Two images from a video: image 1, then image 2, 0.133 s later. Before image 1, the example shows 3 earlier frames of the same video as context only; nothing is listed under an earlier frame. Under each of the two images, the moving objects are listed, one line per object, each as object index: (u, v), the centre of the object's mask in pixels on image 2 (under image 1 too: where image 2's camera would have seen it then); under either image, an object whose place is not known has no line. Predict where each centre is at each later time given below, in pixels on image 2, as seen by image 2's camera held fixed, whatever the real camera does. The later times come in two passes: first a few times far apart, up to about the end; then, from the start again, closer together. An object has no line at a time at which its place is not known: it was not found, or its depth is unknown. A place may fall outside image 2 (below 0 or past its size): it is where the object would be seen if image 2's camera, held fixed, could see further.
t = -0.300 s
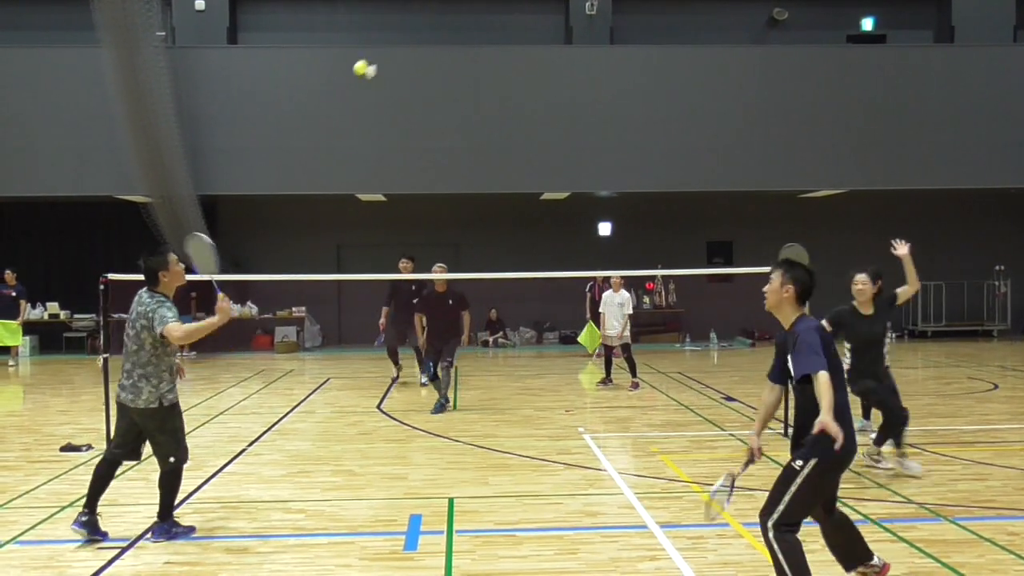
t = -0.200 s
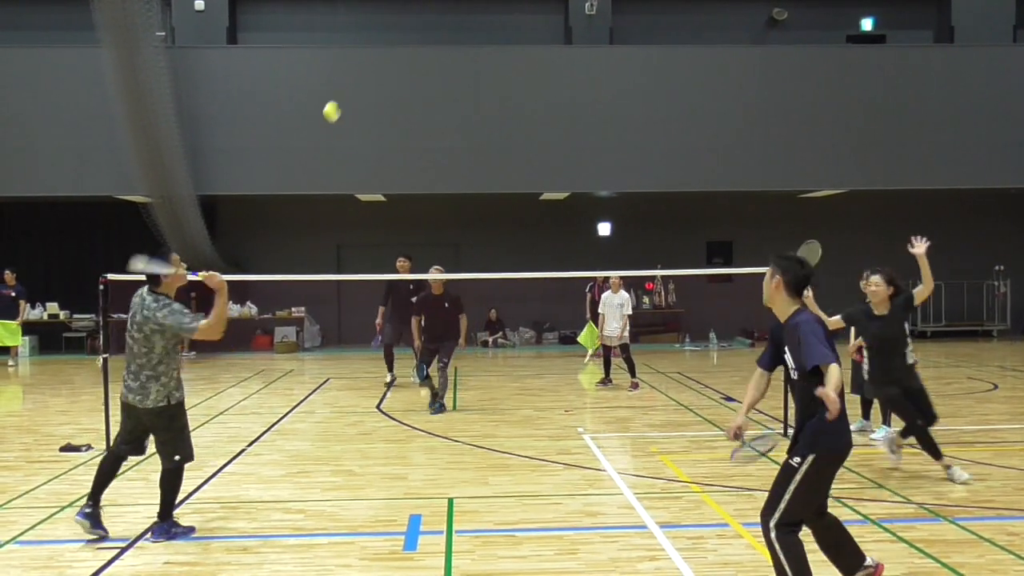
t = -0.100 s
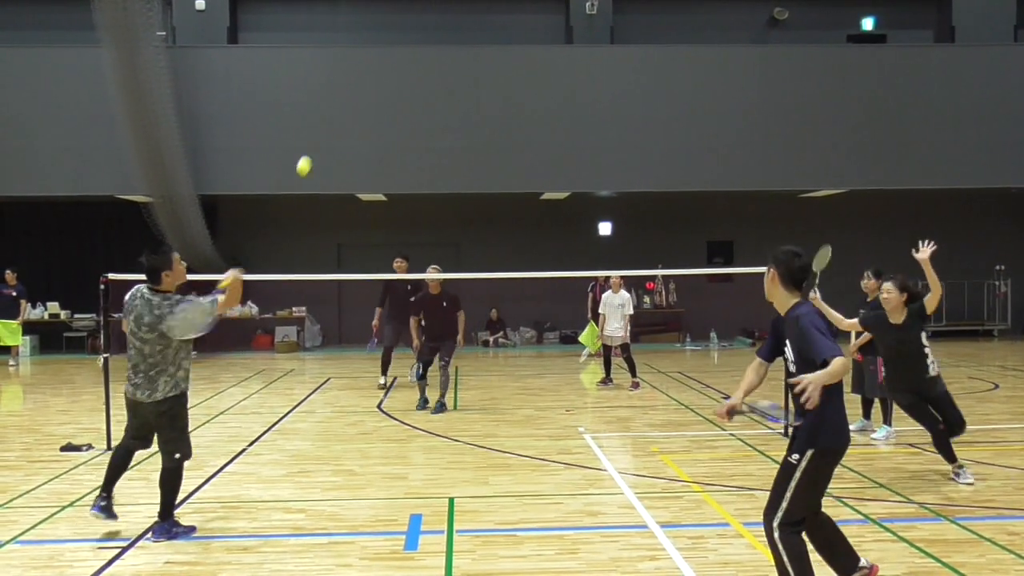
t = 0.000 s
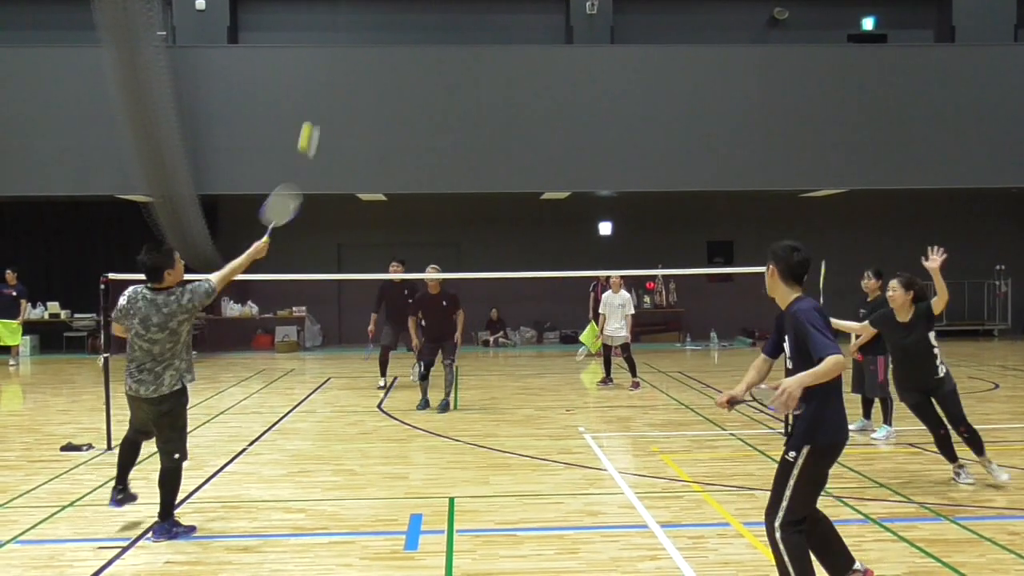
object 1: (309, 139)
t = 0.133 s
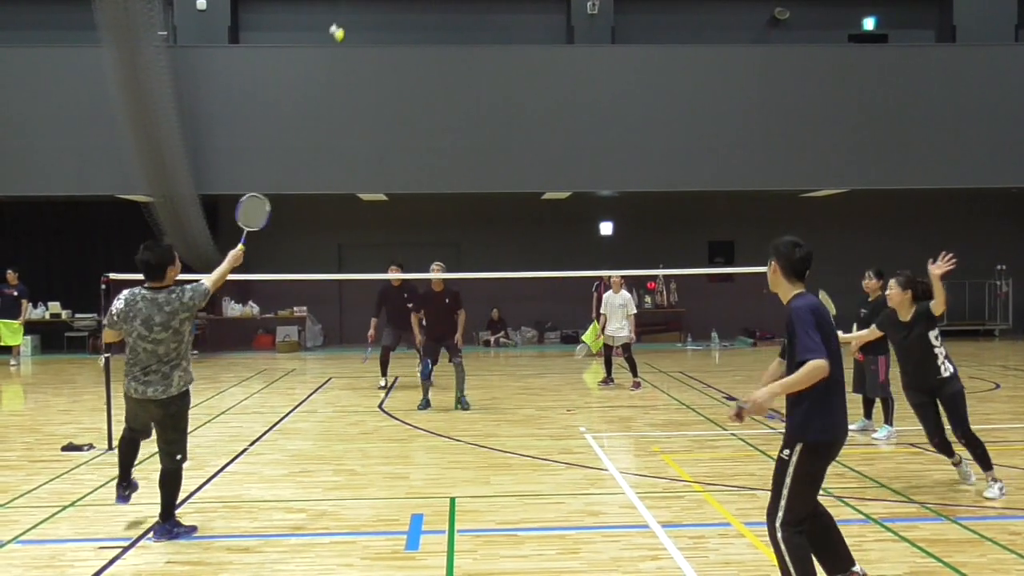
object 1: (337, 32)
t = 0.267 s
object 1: (351, 4)
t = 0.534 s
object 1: (362, 7)
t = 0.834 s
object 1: (373, 70)
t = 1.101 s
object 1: (377, 152)
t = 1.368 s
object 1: (382, 247)
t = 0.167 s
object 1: (341, 22)
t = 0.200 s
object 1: (345, 14)
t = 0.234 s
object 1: (348, 7)
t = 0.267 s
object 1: (351, 4)
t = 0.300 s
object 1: (354, 2)
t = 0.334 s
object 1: (357, 2)
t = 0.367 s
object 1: (357, 1)
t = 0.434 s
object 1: (360, 2)
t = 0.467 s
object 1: (361, 3)
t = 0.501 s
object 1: (361, 4)
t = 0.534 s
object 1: (362, 7)
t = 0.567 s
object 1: (364, 13)
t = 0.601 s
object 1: (365, 18)
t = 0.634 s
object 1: (366, 24)
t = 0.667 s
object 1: (368, 30)
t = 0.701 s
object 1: (370, 38)
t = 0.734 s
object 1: (371, 46)
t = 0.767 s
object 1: (372, 54)
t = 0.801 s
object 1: (372, 62)
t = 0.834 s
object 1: (373, 70)
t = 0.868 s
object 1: (374, 79)
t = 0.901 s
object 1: (374, 89)
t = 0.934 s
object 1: (374, 98)
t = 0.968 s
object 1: (374, 108)
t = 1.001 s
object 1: (375, 119)
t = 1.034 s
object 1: (375, 130)
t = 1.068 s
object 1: (376, 141)
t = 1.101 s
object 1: (377, 152)
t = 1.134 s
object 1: (378, 163)
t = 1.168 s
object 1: (380, 175)
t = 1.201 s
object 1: (381, 187)
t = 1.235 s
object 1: (381, 199)
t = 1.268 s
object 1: (381, 210)
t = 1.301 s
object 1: (382, 222)
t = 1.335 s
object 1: (382, 234)
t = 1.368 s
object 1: (382, 247)
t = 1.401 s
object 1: (382, 260)
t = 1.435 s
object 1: (382, 270)
